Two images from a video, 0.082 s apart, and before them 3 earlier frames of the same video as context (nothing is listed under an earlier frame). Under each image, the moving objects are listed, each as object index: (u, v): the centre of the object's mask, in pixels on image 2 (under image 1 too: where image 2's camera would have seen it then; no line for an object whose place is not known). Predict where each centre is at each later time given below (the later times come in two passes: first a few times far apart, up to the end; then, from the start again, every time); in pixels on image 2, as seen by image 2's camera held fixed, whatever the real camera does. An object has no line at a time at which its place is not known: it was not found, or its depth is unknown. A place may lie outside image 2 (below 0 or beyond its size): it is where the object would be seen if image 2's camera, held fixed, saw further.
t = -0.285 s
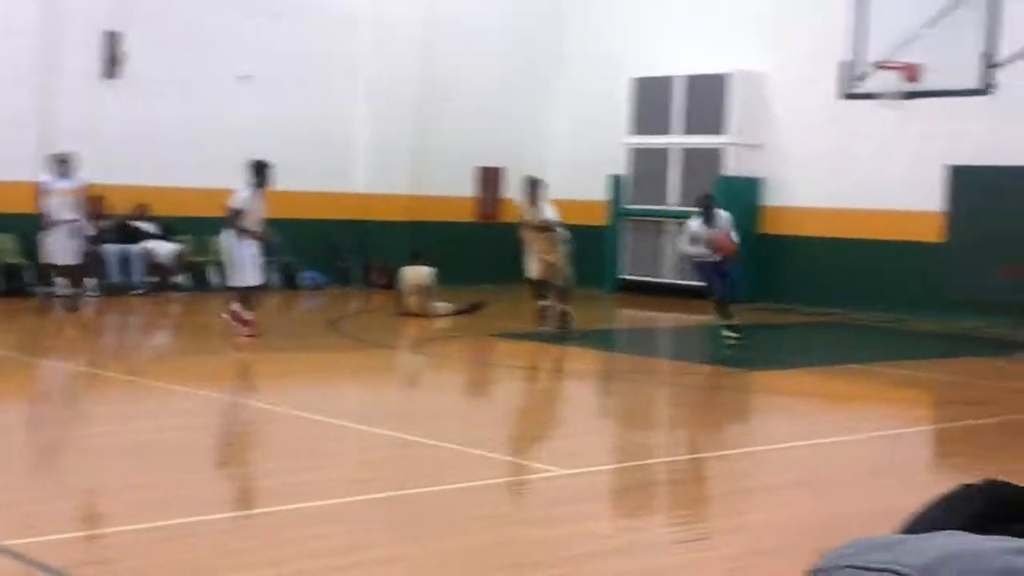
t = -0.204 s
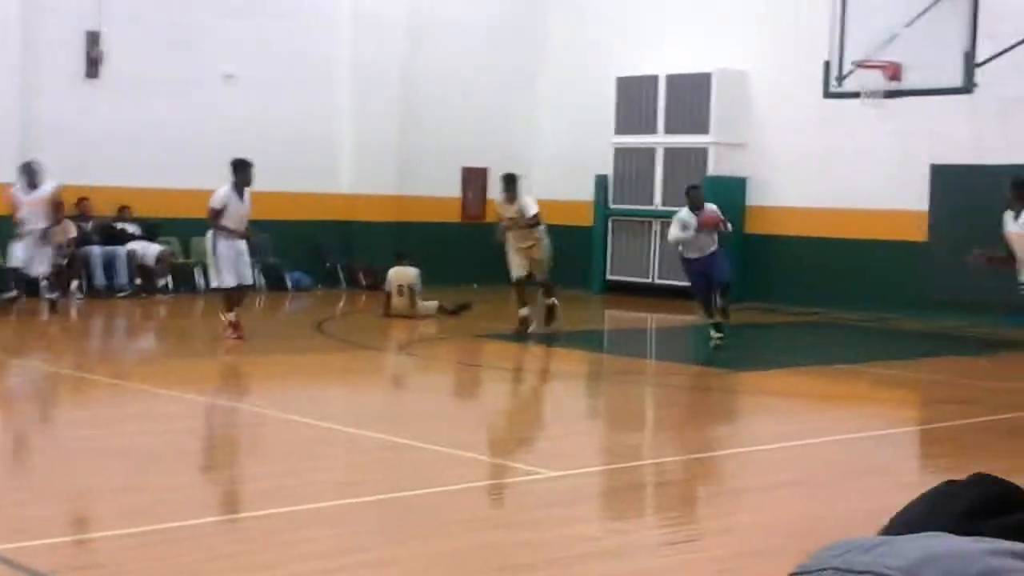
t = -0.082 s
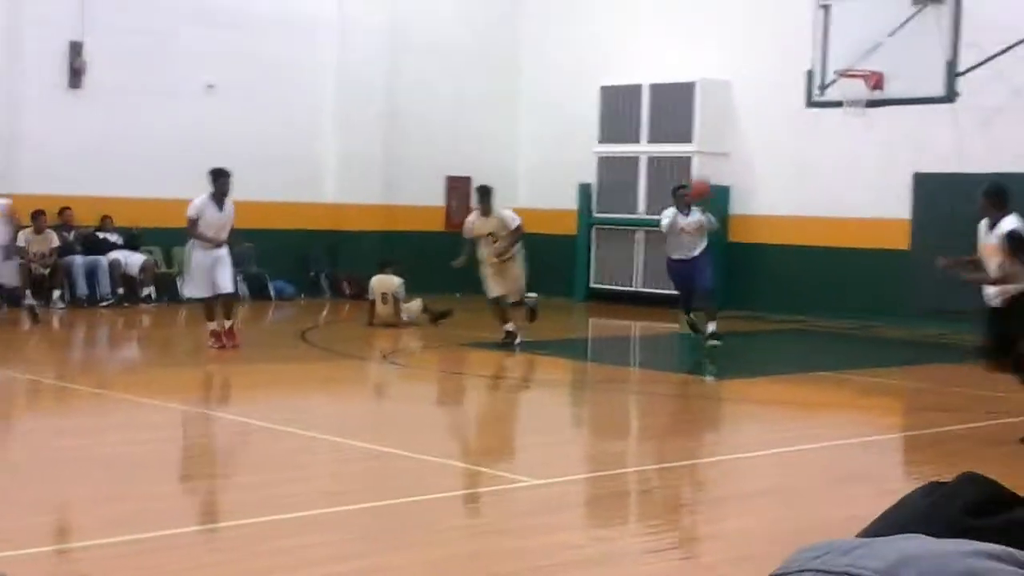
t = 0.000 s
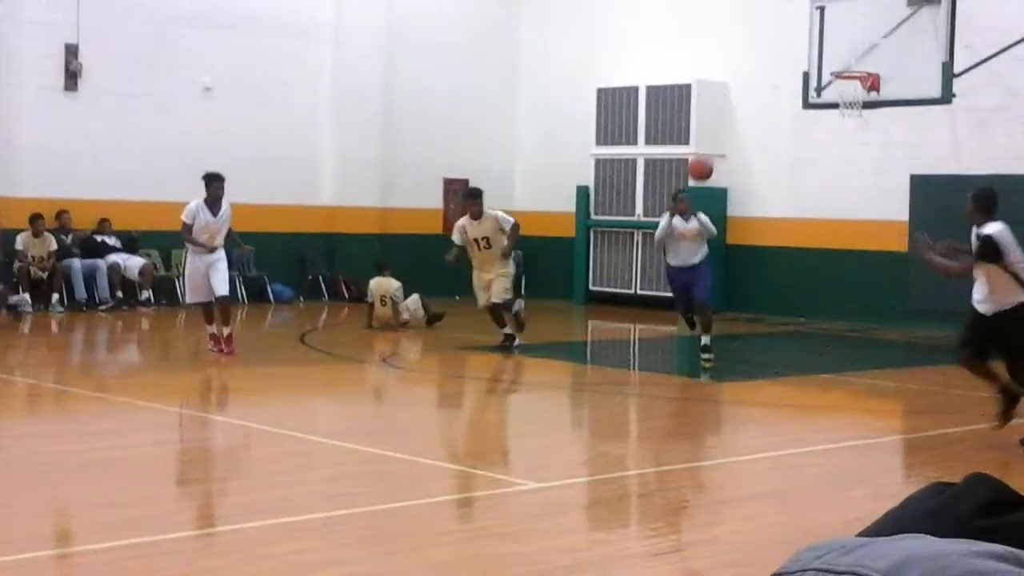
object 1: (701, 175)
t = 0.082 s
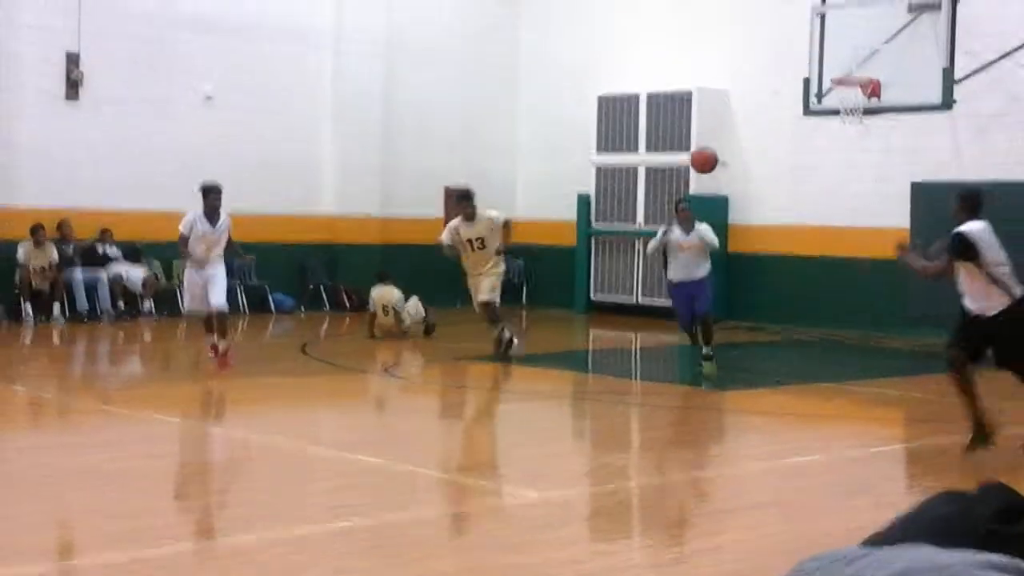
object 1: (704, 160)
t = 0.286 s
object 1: (713, 145)
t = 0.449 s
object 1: (720, 174)
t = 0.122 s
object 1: (705, 154)
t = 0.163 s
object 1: (707, 150)
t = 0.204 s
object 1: (709, 147)
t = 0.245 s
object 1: (711, 145)
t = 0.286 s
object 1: (713, 145)
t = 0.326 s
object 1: (715, 148)
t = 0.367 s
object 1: (716, 154)
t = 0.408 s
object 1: (718, 163)
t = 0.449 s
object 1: (720, 174)
